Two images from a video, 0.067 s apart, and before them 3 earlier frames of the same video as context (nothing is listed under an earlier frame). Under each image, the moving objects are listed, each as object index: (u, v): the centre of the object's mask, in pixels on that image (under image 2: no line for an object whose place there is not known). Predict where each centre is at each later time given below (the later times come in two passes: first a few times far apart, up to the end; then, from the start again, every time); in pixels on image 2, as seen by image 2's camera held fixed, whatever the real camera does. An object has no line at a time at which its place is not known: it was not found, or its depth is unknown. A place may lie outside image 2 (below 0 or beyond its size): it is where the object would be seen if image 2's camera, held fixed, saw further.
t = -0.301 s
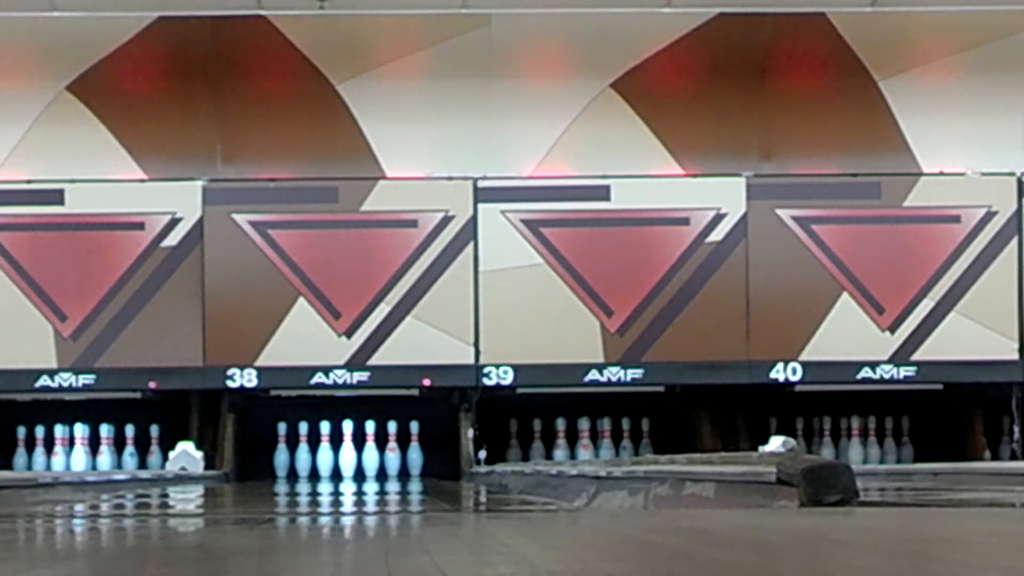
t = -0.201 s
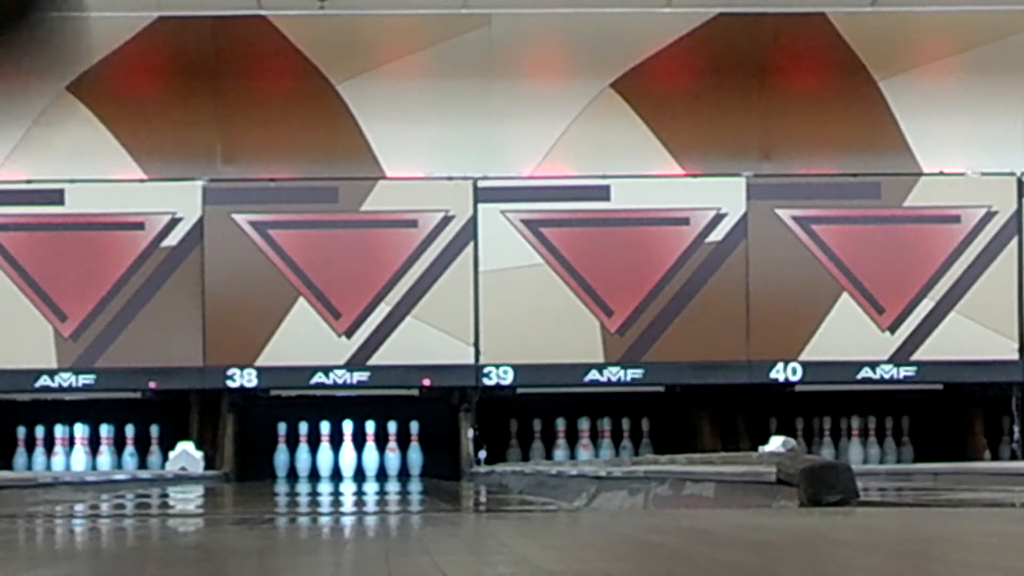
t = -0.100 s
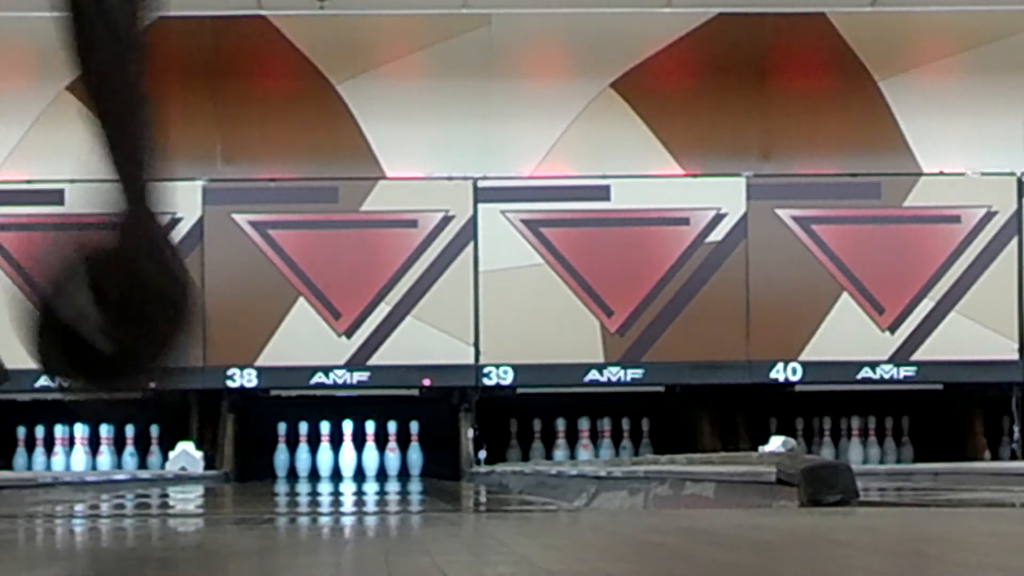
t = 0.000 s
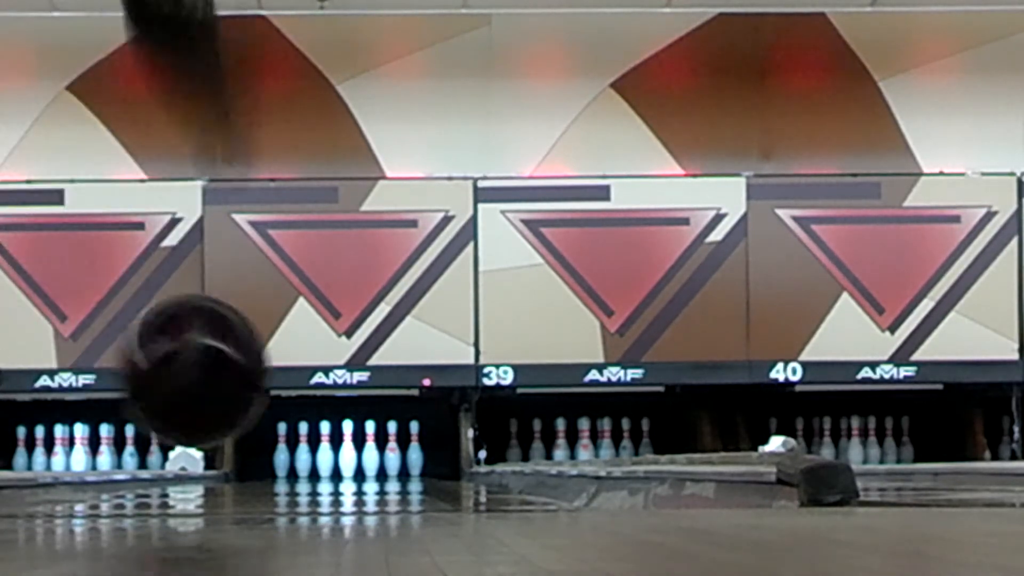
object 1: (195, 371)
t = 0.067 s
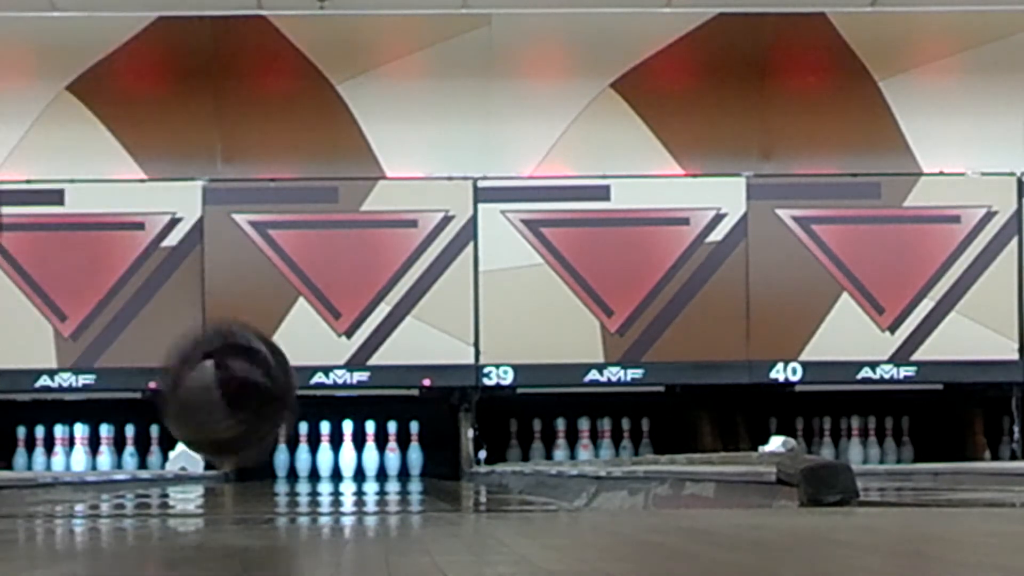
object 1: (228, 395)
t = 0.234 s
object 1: (288, 444)
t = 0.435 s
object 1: (337, 447)
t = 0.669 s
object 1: (372, 450)
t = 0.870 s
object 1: (391, 452)
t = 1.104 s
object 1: (406, 454)
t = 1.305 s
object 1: (412, 456)
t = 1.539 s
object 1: (414, 458)
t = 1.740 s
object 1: (410, 459)
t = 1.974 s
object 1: (397, 461)
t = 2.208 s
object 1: (377, 462)
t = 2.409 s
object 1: (357, 462)
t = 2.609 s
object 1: (343, 462)
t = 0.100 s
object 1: (241, 411)
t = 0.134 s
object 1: (254, 434)
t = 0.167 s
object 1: (267, 440)
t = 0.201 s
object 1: (278, 442)
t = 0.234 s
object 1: (288, 444)
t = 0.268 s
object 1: (298, 444)
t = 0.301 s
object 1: (308, 445)
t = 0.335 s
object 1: (315, 446)
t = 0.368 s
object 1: (324, 447)
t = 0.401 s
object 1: (331, 447)
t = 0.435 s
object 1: (337, 447)
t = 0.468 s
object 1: (344, 447)
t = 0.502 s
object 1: (349, 447)
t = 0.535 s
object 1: (353, 448)
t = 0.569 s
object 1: (359, 449)
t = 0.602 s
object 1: (364, 449)
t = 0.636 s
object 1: (368, 449)
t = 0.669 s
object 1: (372, 450)
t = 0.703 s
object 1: (376, 450)
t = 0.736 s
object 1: (379, 450)
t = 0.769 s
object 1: (382, 450)
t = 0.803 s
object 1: (385, 451)
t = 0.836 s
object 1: (388, 452)
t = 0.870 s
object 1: (391, 452)
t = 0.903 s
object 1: (394, 452)
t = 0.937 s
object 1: (397, 452)
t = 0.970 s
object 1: (399, 452)
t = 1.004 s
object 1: (401, 453)
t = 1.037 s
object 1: (403, 453)
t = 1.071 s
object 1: (404, 454)
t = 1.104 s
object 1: (406, 454)
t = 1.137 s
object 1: (408, 454)
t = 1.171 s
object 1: (408, 455)
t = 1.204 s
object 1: (409, 455)
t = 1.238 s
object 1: (410, 456)
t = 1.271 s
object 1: (411, 456)
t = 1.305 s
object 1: (412, 456)
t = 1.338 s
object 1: (413, 457)
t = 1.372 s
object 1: (413, 457)
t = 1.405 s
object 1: (414, 457)
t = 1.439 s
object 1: (414, 457)
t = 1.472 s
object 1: (414, 458)
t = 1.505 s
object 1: (414, 458)
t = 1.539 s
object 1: (414, 458)
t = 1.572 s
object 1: (413, 458)
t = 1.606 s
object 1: (413, 458)
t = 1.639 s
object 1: (412, 459)
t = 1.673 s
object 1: (412, 459)
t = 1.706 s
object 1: (411, 459)
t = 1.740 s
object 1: (410, 459)
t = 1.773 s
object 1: (409, 460)
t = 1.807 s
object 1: (407, 460)
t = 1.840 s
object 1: (404, 460)
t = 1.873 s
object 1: (402, 461)
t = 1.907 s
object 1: (400, 461)
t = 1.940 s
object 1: (400, 461)
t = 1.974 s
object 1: (397, 461)
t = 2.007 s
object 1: (395, 461)
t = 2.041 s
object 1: (393, 462)
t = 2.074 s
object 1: (390, 462)
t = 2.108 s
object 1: (388, 463)
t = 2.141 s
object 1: (385, 462)
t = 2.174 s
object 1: (381, 461)
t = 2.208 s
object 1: (377, 462)
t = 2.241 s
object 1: (374, 463)
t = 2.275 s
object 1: (371, 463)
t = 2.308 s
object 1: (368, 463)
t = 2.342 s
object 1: (364, 462)
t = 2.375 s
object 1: (360, 462)
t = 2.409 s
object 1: (357, 462)
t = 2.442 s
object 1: (355, 463)
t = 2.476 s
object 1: (354, 464)
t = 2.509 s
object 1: (354, 462)
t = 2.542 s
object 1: (350, 462)
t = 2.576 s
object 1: (347, 463)
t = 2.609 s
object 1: (343, 462)
